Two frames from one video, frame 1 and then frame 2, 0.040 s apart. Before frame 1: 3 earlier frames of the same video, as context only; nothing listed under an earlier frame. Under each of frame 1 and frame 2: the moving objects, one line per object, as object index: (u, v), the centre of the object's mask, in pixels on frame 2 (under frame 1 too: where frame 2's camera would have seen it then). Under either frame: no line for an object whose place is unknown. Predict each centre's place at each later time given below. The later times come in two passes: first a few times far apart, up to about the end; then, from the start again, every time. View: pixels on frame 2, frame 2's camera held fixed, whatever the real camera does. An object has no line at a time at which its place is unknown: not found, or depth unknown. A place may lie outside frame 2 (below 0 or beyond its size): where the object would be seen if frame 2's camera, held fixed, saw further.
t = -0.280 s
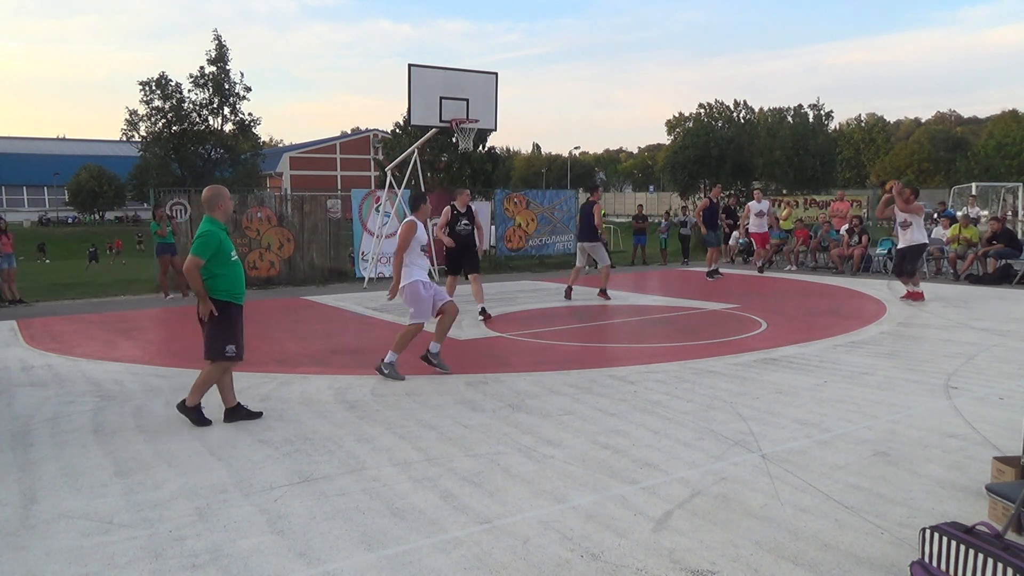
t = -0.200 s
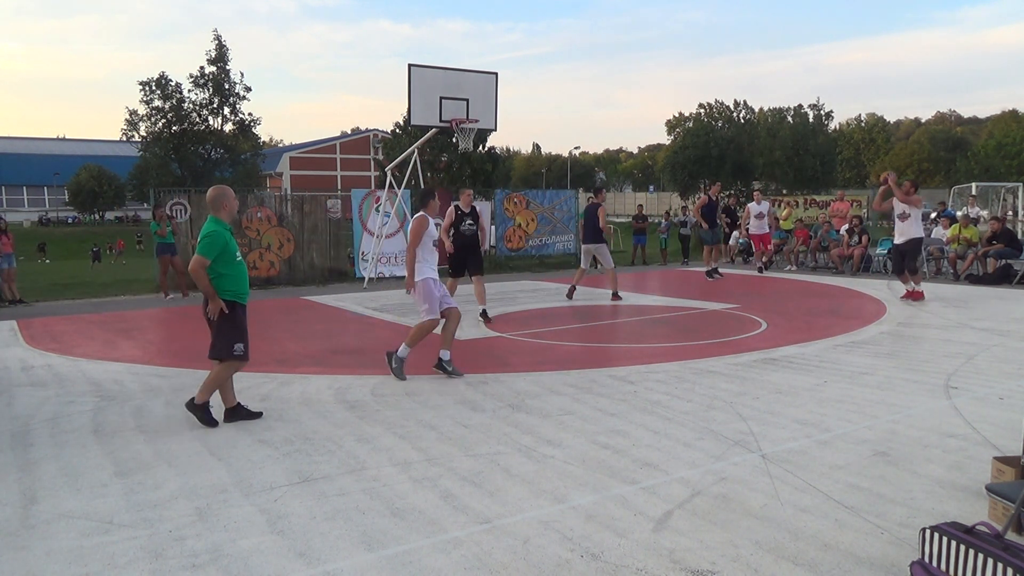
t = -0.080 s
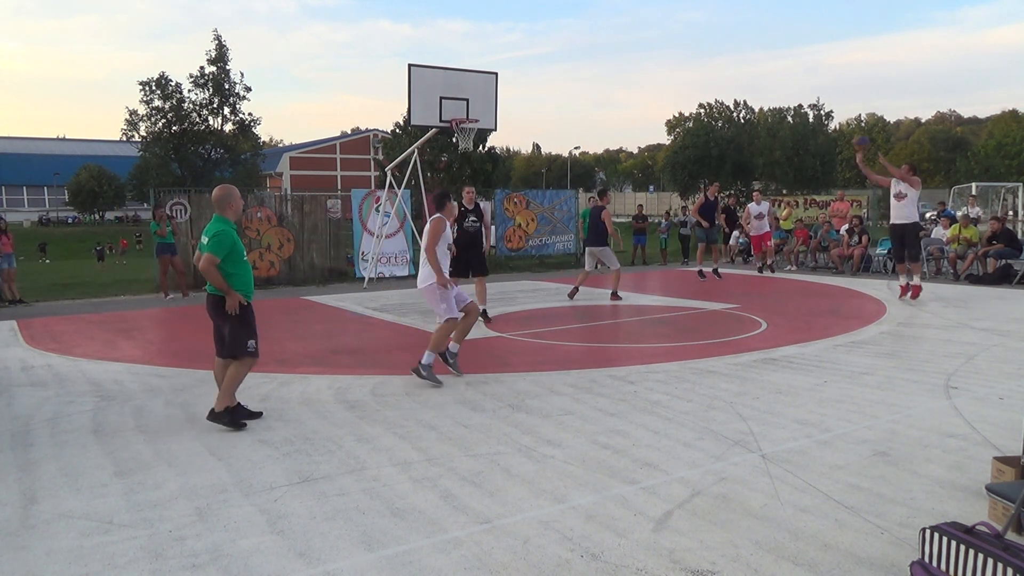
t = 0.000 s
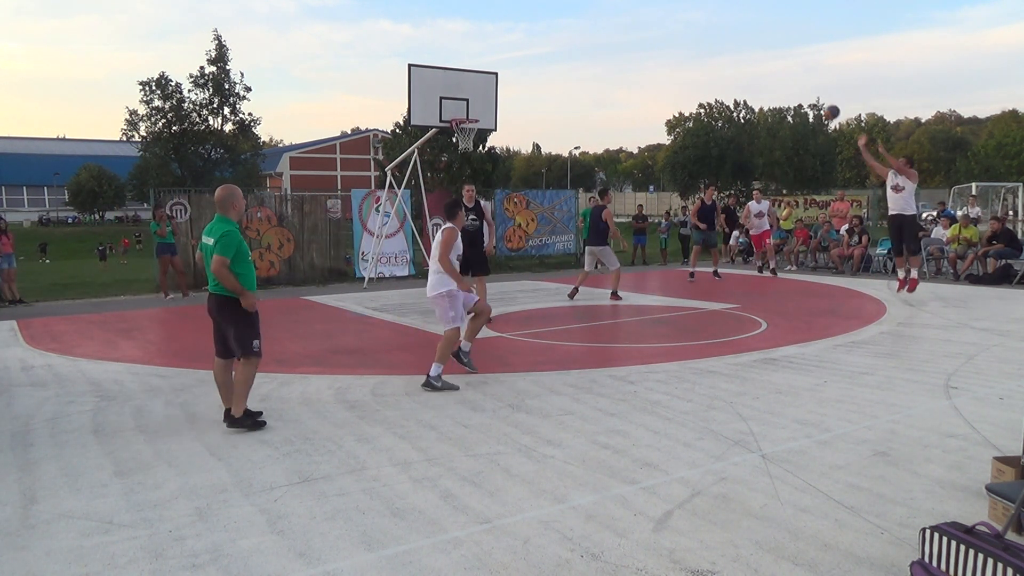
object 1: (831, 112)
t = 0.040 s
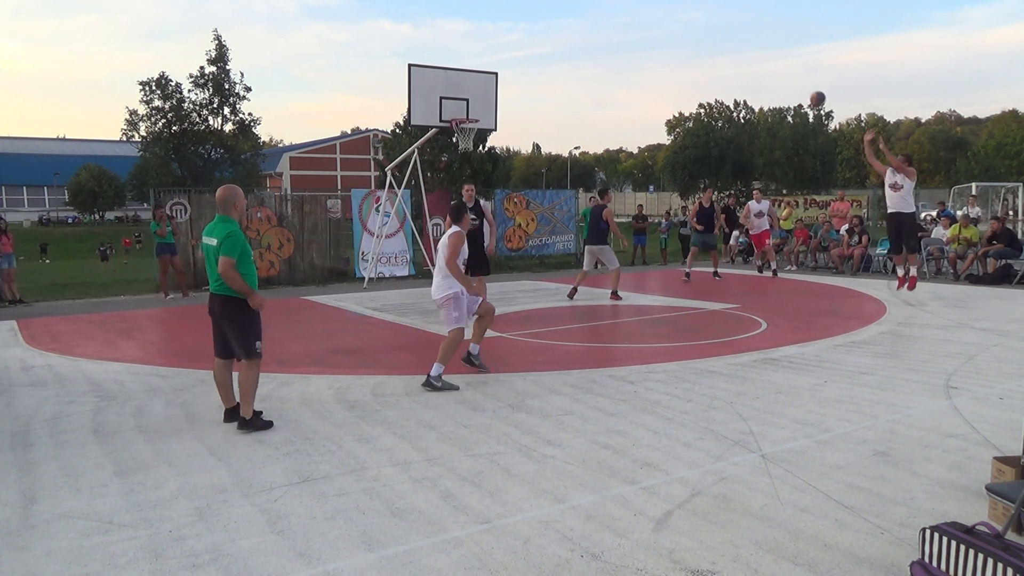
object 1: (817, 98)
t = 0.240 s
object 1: (747, 47)
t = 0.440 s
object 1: (680, 22)
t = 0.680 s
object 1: (603, 25)
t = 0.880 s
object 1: (542, 53)
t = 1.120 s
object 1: (473, 114)
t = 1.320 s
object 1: (436, 90)
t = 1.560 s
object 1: (411, 84)
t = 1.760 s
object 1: (391, 105)
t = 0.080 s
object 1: (803, 86)
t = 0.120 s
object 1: (789, 75)
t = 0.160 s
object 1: (775, 64)
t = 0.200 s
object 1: (761, 55)
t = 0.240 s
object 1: (747, 47)
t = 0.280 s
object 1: (734, 40)
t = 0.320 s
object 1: (720, 34)
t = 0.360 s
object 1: (707, 29)
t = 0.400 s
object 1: (693, 25)
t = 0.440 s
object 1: (680, 22)
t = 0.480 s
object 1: (667, 20)
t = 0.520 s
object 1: (654, 19)
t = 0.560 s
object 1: (641, 19)
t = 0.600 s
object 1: (628, 20)
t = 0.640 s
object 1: (616, 22)
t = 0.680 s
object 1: (603, 25)
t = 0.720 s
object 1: (591, 29)
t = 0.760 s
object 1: (578, 33)
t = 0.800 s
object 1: (566, 39)
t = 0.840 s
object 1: (554, 46)
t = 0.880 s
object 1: (542, 53)
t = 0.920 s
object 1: (531, 61)
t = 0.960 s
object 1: (519, 70)
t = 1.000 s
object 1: (507, 80)
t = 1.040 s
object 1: (496, 91)
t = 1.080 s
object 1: (484, 103)
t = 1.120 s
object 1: (473, 114)
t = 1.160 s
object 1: (466, 110)
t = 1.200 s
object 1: (458, 103)
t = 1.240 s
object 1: (451, 98)
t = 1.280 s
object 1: (443, 93)
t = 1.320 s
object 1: (436, 90)
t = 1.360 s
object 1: (429, 87)
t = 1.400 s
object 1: (426, 84)
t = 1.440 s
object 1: (422, 83)
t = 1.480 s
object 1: (418, 82)
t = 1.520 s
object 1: (415, 82)
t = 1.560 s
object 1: (411, 84)
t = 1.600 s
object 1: (406, 86)
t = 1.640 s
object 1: (402, 89)
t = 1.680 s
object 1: (399, 93)
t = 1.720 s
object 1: (395, 99)
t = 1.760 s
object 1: (391, 105)
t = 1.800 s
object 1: (386, 112)
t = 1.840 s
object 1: (383, 121)
